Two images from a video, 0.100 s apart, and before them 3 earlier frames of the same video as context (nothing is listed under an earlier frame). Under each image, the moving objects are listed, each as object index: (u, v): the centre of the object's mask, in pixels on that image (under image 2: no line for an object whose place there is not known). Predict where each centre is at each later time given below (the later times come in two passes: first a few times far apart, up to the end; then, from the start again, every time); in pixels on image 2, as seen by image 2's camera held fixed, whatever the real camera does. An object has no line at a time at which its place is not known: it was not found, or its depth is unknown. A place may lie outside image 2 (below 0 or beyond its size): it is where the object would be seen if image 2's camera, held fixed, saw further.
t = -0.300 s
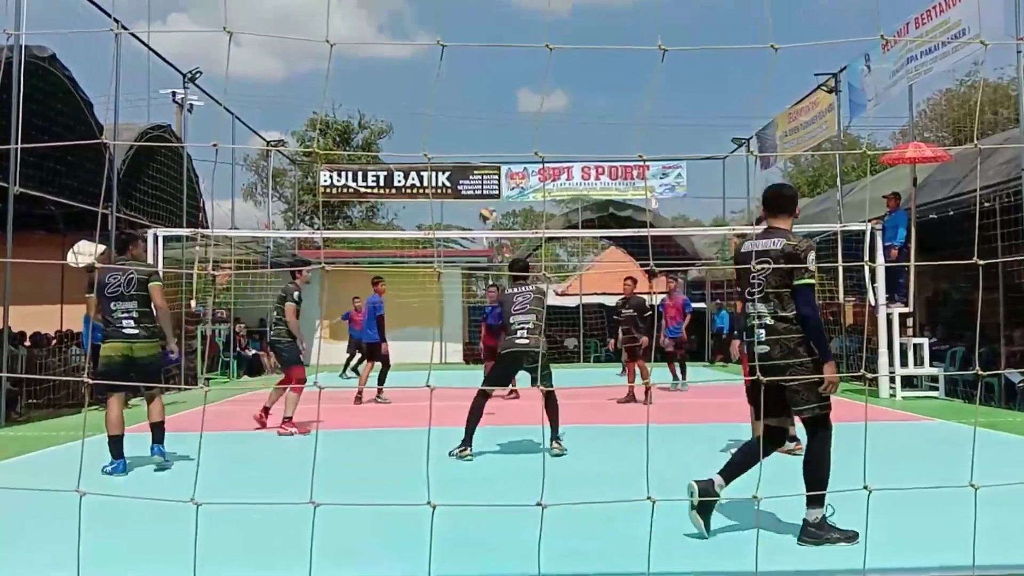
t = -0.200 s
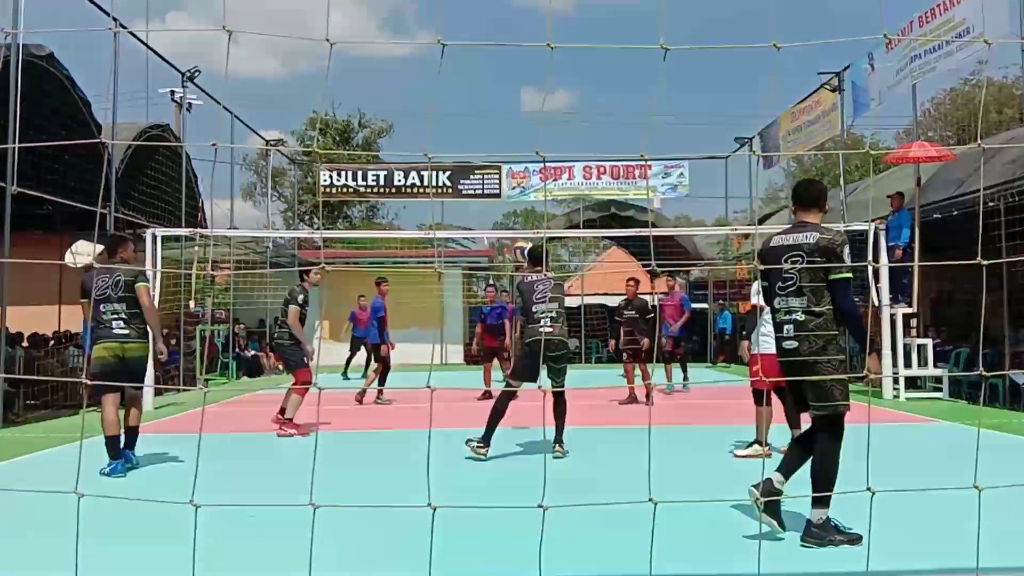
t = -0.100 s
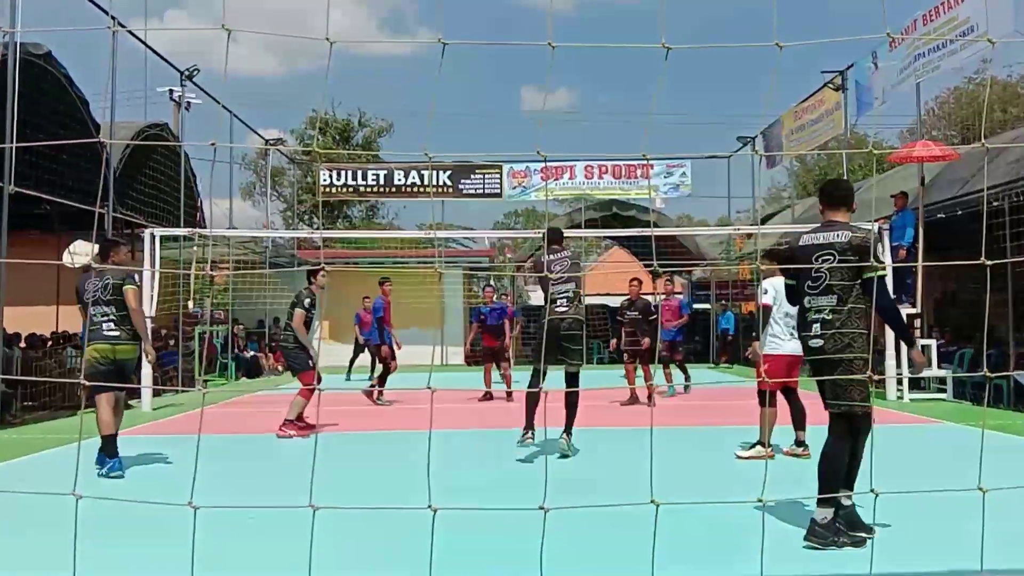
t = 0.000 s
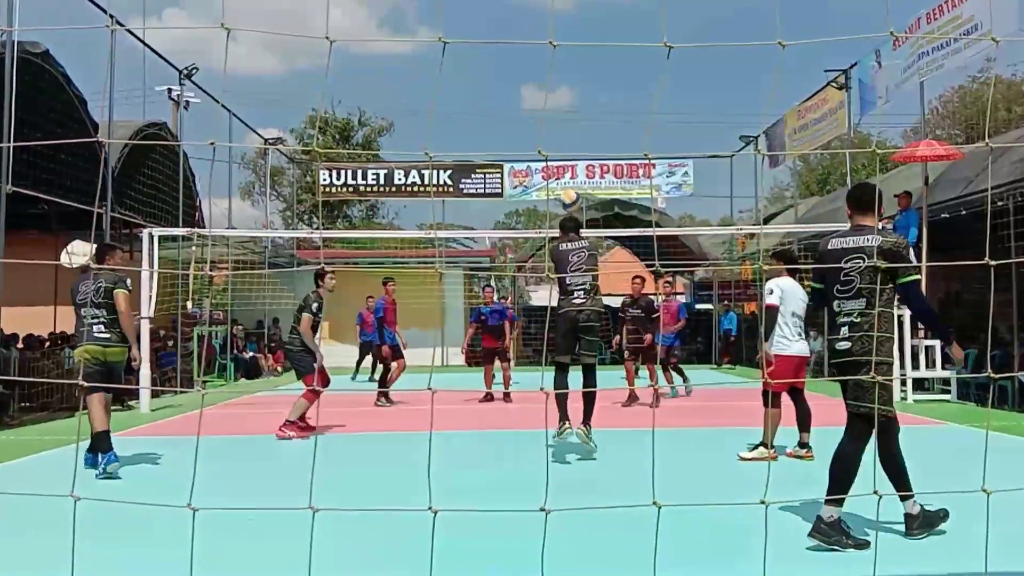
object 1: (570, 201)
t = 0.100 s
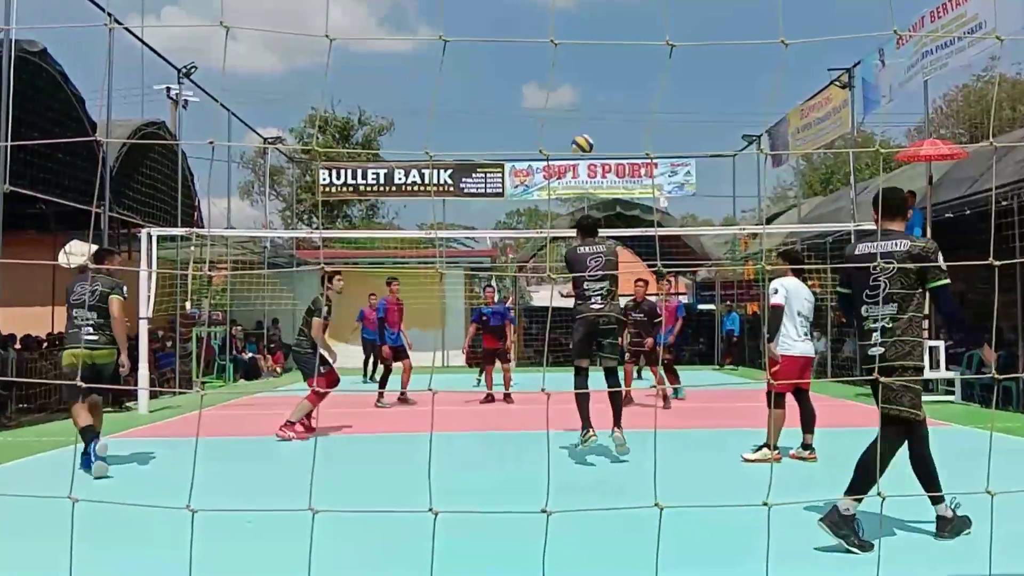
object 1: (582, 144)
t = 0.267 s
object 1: (596, 86)
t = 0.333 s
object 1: (601, 72)
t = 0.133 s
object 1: (585, 130)
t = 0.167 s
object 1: (587, 117)
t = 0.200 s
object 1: (590, 105)
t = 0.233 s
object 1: (593, 95)
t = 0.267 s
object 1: (596, 86)
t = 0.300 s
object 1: (599, 79)
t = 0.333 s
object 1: (601, 72)
